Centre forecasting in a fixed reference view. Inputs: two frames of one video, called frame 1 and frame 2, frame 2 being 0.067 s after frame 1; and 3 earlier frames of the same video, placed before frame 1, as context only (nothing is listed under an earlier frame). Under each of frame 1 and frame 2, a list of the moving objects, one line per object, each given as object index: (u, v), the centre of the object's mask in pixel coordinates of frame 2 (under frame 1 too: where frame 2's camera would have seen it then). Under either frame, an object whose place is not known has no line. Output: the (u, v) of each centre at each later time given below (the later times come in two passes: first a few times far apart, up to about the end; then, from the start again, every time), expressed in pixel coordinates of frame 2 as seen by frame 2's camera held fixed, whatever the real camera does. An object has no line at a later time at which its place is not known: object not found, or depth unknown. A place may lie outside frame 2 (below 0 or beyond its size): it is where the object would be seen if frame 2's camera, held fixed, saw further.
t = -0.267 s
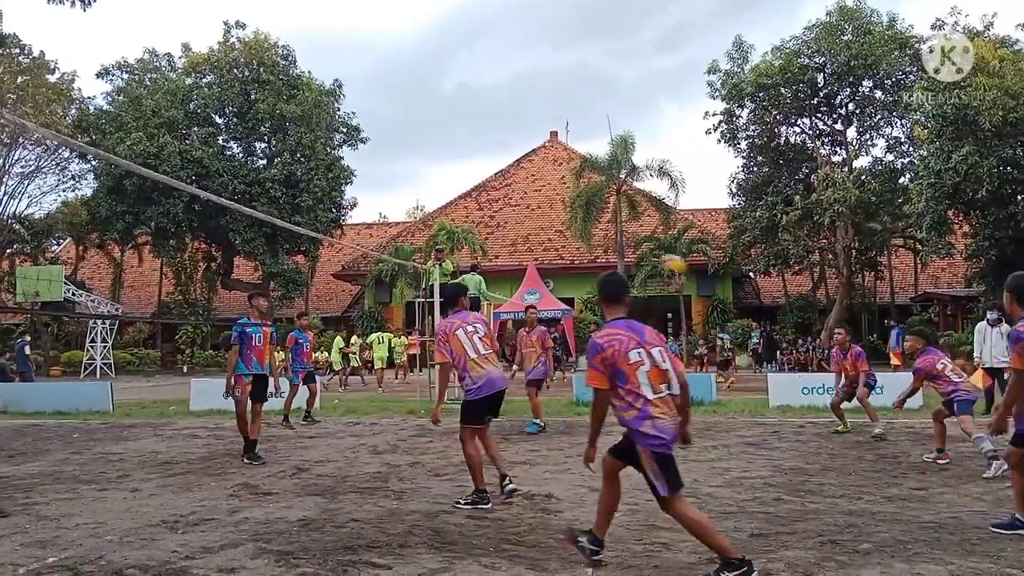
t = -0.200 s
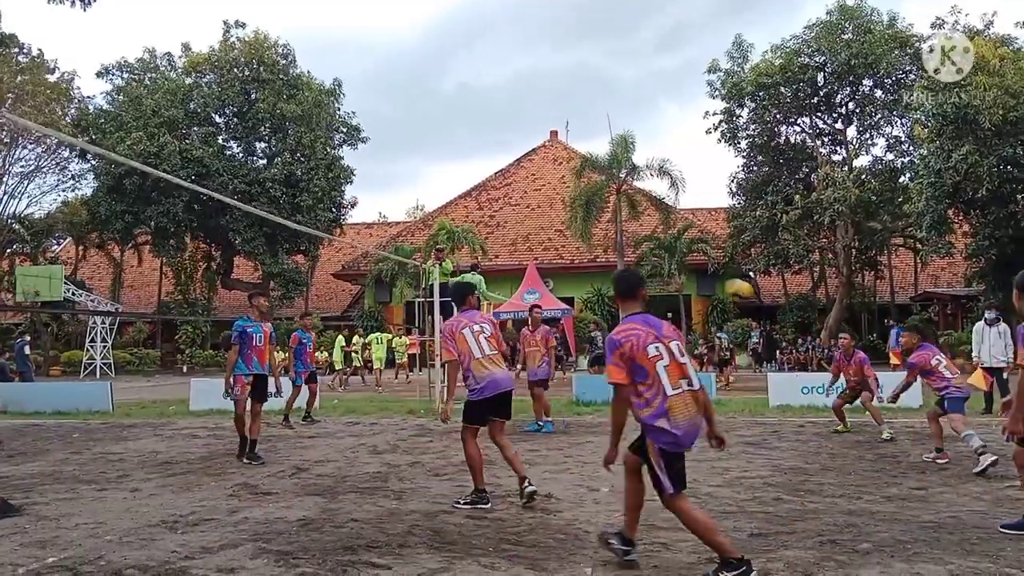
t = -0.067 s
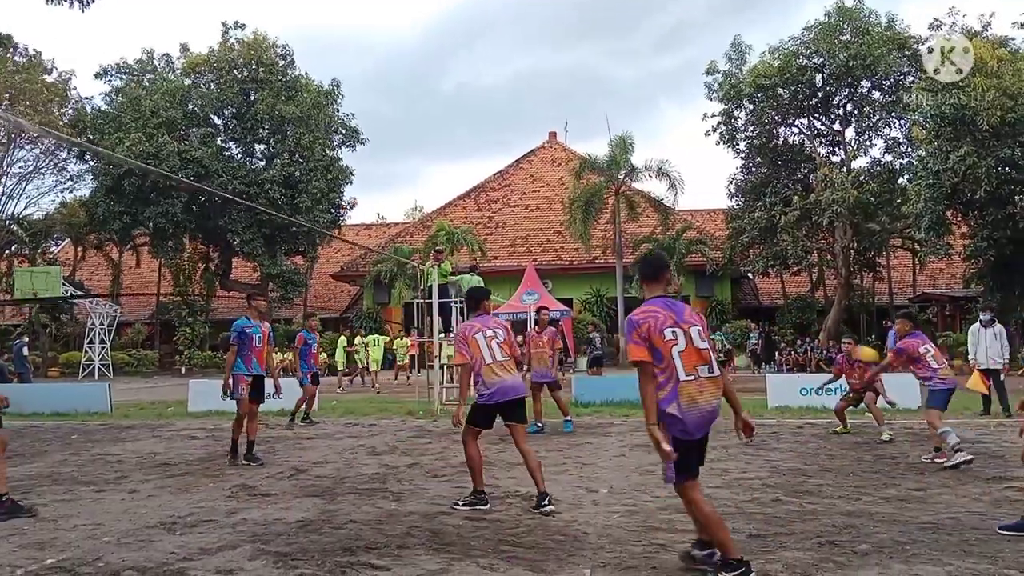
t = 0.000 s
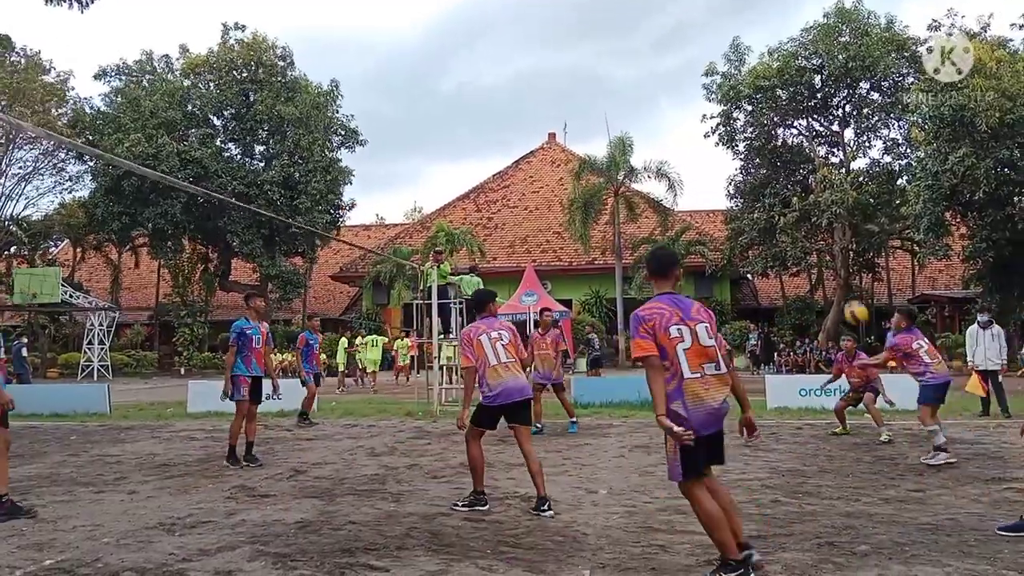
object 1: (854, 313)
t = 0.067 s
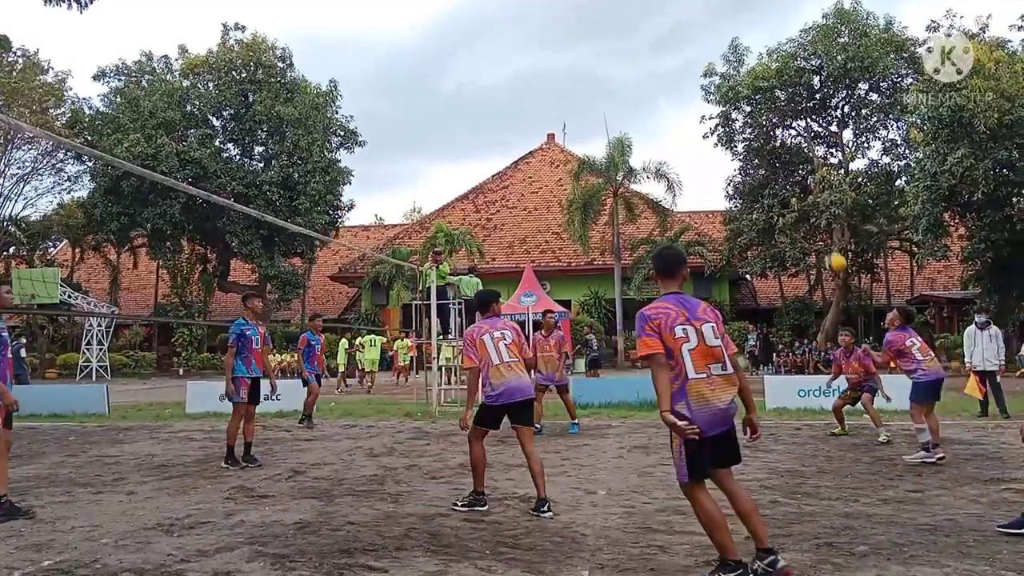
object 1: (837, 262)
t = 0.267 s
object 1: (791, 150)
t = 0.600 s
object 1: (735, 61)
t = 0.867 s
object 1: (704, 57)
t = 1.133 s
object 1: (677, 104)
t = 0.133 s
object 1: (820, 220)
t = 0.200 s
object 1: (804, 182)
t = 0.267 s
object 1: (791, 150)
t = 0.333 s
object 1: (778, 121)
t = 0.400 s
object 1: (767, 101)
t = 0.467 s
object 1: (756, 82)
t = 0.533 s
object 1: (745, 69)
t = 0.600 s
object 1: (735, 61)
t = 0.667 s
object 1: (727, 54)
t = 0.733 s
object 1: (720, 53)
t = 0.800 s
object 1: (710, 54)
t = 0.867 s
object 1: (704, 57)
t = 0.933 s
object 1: (696, 65)
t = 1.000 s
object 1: (691, 75)
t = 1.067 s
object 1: (683, 89)
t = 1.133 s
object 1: (677, 104)
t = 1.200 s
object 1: (671, 123)
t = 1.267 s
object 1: (665, 143)
